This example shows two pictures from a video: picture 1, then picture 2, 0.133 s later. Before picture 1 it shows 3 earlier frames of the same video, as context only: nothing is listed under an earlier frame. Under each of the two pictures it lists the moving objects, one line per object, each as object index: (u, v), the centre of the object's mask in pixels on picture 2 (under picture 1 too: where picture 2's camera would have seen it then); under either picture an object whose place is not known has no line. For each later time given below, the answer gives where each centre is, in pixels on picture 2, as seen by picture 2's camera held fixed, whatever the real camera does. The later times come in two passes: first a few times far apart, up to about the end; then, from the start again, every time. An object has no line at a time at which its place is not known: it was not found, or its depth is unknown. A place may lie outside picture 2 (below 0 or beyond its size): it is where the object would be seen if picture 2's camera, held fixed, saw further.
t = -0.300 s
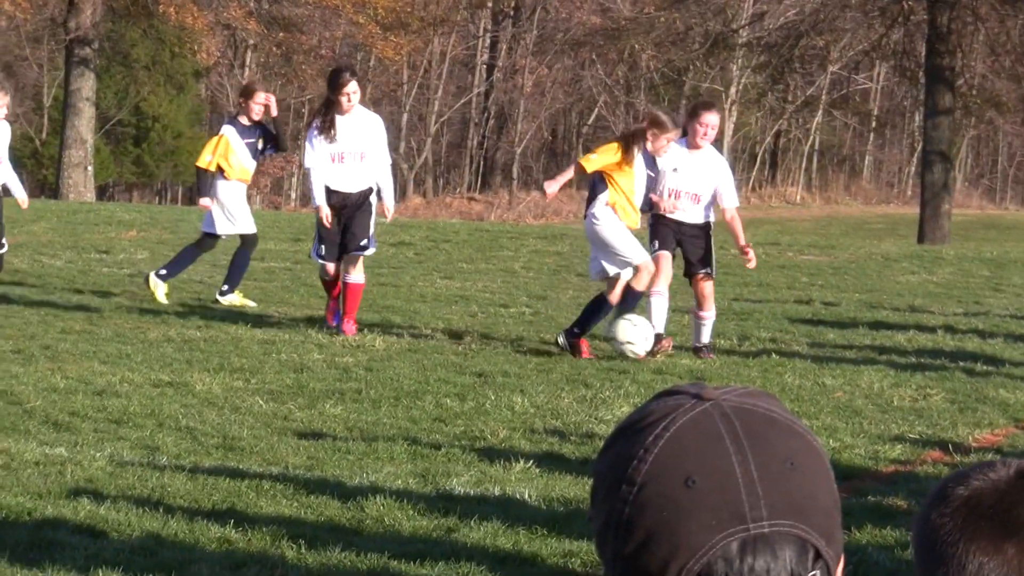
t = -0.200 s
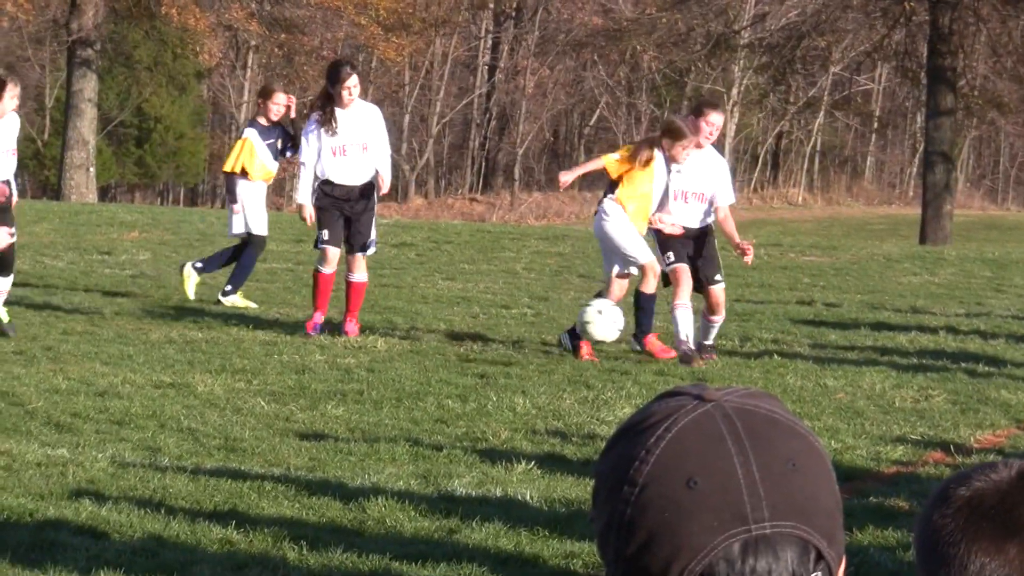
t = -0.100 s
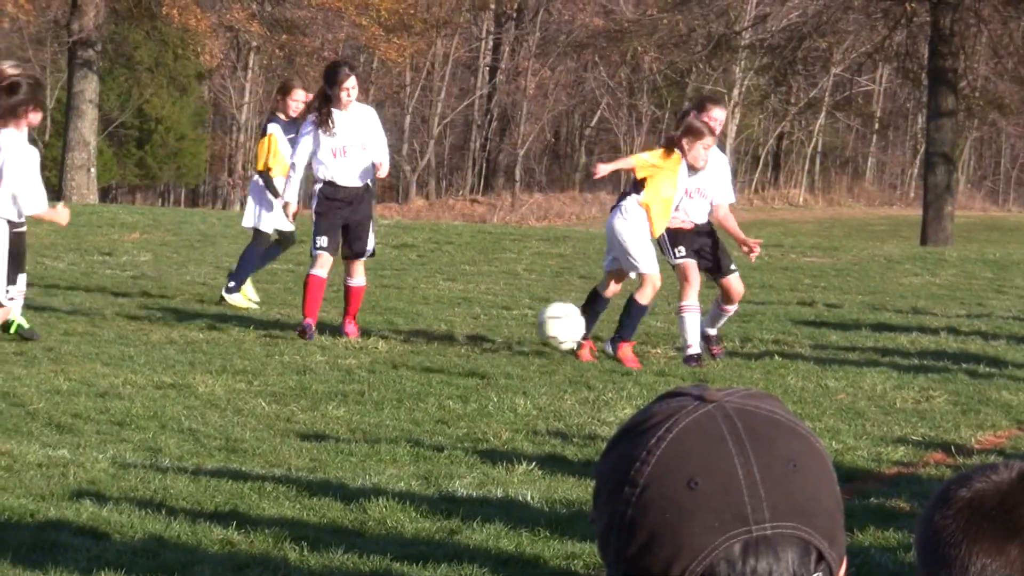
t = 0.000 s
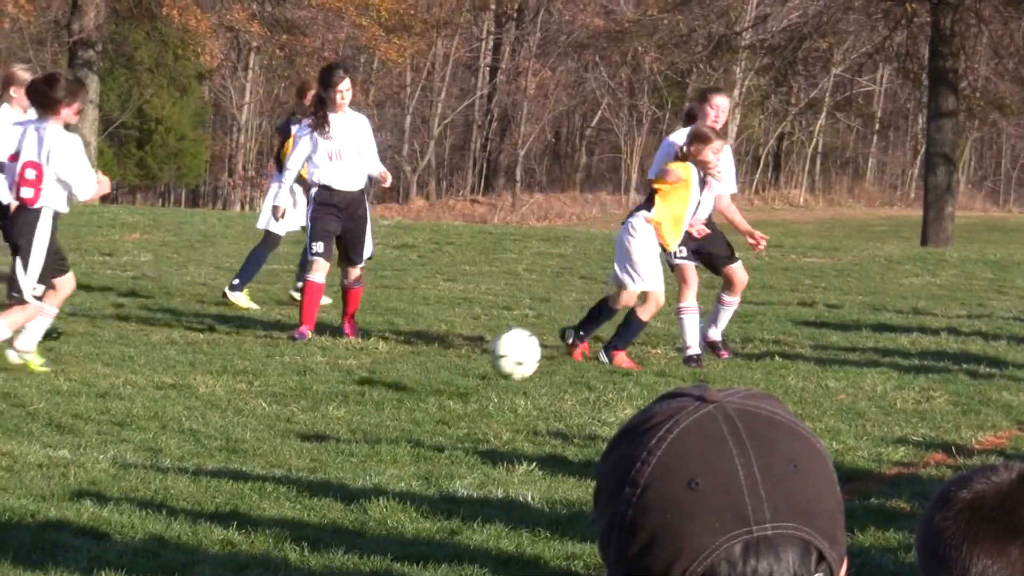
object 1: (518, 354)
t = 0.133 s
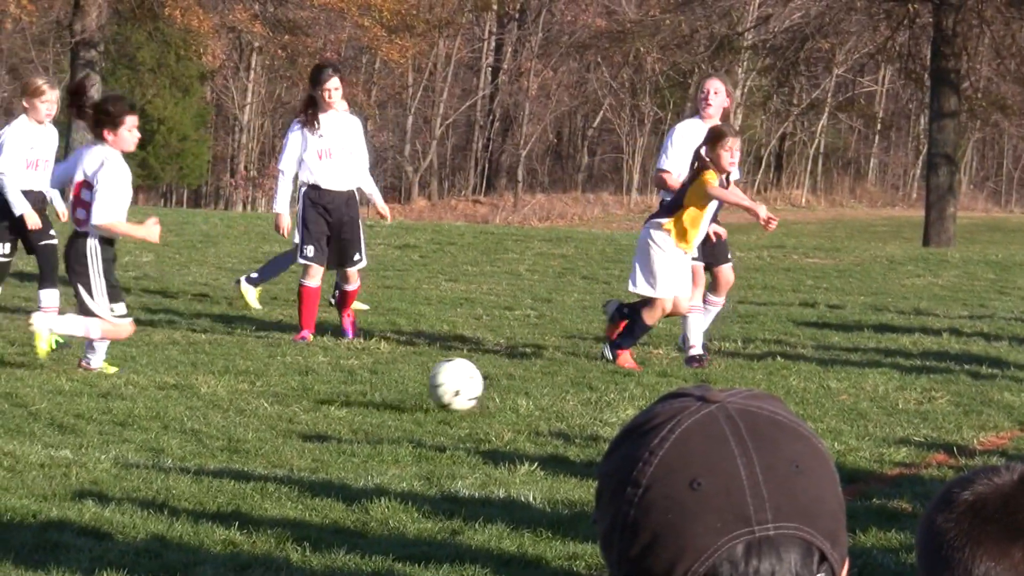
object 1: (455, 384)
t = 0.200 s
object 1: (428, 384)
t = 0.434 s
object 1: (326, 408)
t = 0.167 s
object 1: (441, 383)
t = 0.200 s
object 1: (428, 384)
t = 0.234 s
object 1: (415, 387)
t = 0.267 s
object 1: (401, 393)
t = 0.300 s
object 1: (384, 404)
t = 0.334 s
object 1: (368, 415)
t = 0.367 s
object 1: (357, 410)
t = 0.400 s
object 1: (341, 408)
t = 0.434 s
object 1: (326, 408)
